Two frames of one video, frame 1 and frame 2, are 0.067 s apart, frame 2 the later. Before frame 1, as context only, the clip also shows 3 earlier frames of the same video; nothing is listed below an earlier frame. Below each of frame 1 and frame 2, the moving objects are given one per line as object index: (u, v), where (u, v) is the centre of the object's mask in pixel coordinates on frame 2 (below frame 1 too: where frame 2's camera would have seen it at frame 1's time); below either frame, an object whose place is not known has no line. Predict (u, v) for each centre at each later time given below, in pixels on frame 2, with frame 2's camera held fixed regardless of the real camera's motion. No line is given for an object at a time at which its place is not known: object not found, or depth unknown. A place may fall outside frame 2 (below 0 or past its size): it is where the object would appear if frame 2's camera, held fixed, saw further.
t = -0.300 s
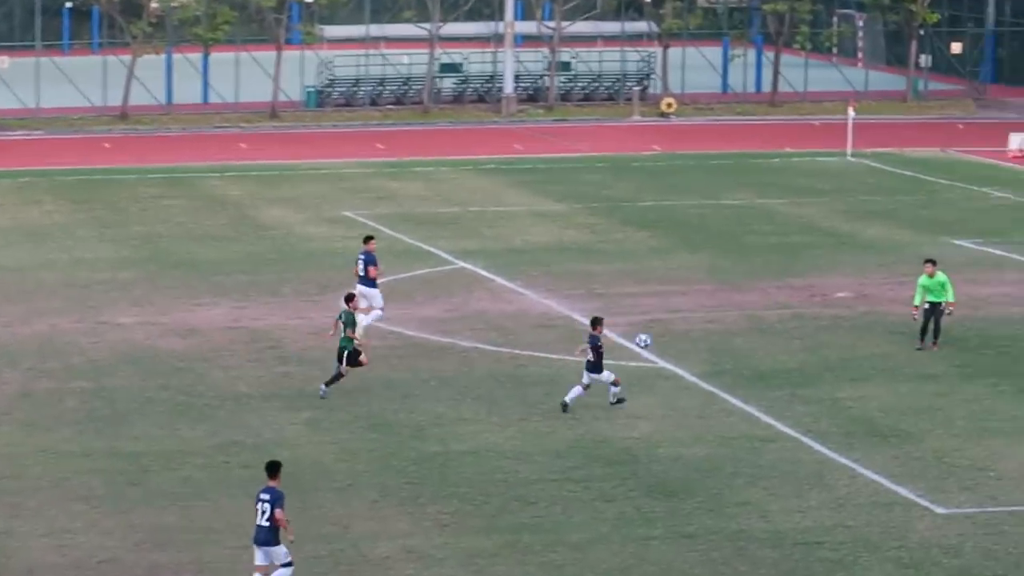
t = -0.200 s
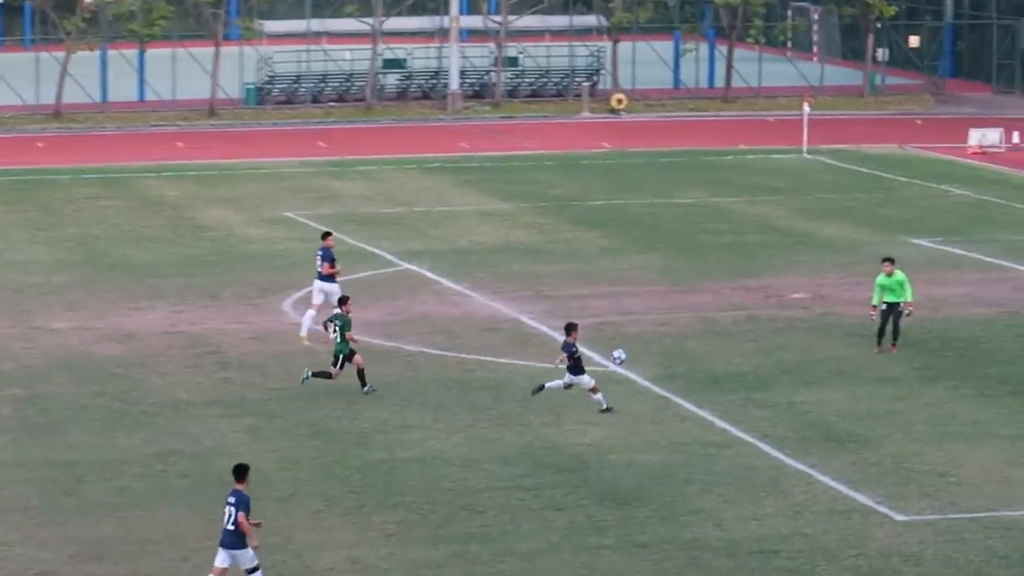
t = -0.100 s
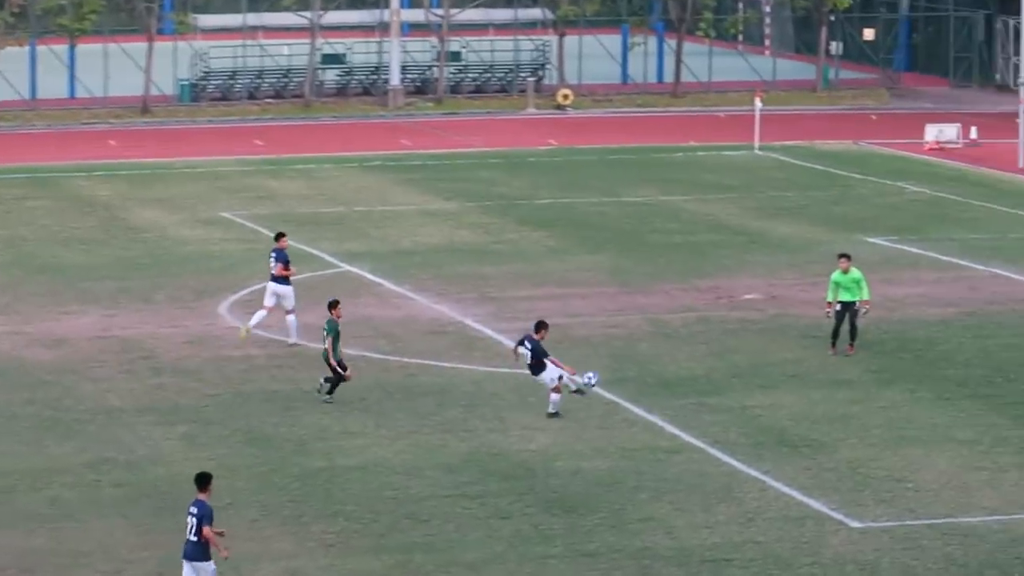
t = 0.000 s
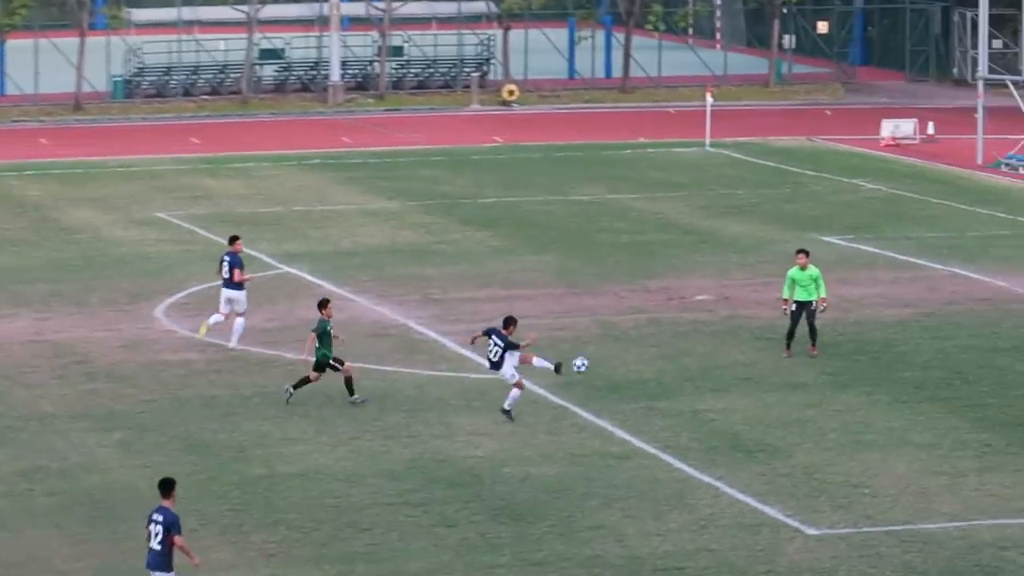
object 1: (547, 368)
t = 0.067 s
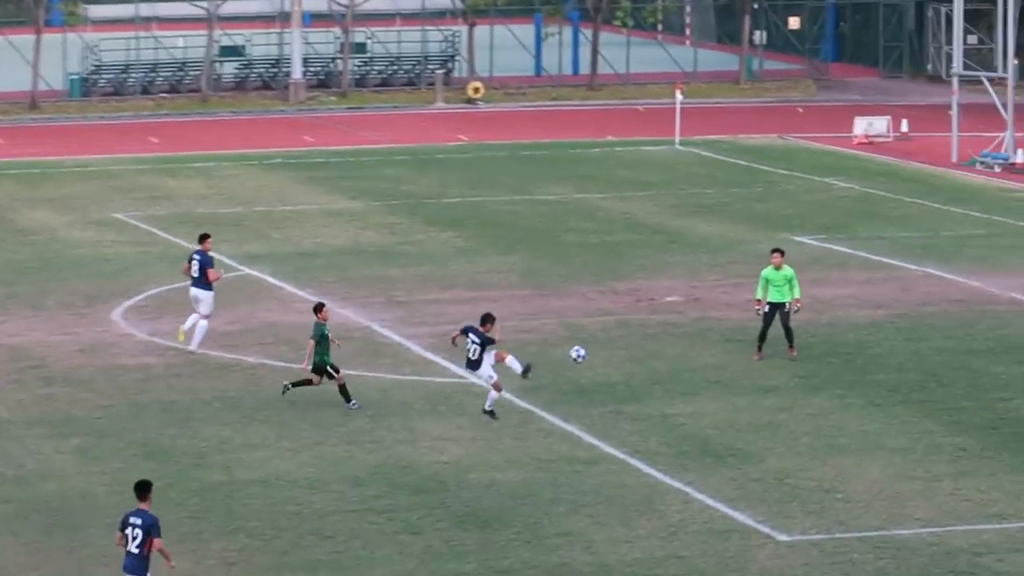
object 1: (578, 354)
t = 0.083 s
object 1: (585, 351)
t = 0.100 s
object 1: (593, 348)
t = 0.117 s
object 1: (601, 346)
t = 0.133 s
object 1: (609, 343)
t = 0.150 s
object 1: (617, 342)
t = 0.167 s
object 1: (624, 340)
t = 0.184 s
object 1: (632, 338)
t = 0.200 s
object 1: (640, 337)
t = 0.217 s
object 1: (648, 337)
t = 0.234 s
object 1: (655, 336)
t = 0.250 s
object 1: (663, 336)
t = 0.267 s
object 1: (670, 336)
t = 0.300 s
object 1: (686, 336)
